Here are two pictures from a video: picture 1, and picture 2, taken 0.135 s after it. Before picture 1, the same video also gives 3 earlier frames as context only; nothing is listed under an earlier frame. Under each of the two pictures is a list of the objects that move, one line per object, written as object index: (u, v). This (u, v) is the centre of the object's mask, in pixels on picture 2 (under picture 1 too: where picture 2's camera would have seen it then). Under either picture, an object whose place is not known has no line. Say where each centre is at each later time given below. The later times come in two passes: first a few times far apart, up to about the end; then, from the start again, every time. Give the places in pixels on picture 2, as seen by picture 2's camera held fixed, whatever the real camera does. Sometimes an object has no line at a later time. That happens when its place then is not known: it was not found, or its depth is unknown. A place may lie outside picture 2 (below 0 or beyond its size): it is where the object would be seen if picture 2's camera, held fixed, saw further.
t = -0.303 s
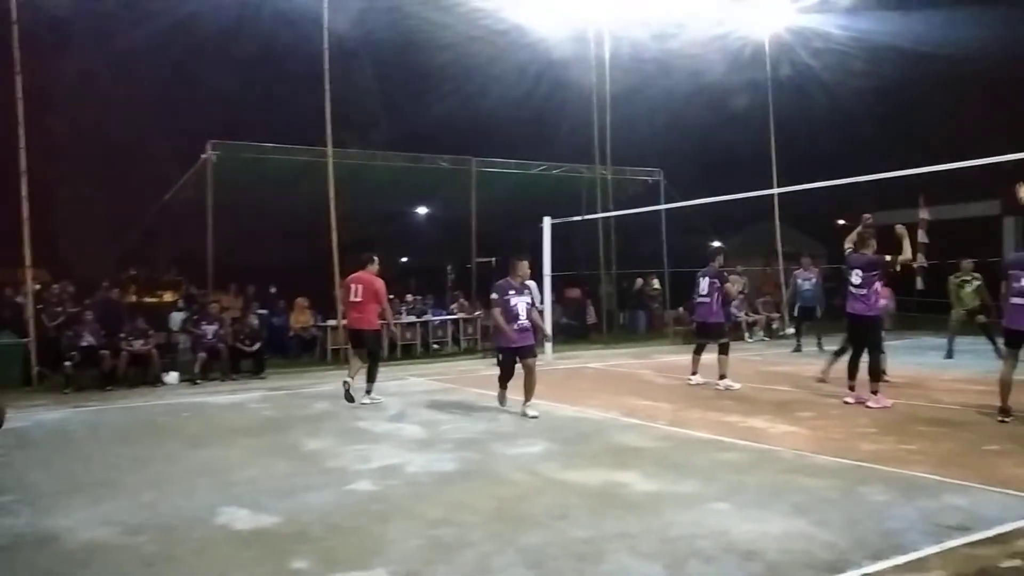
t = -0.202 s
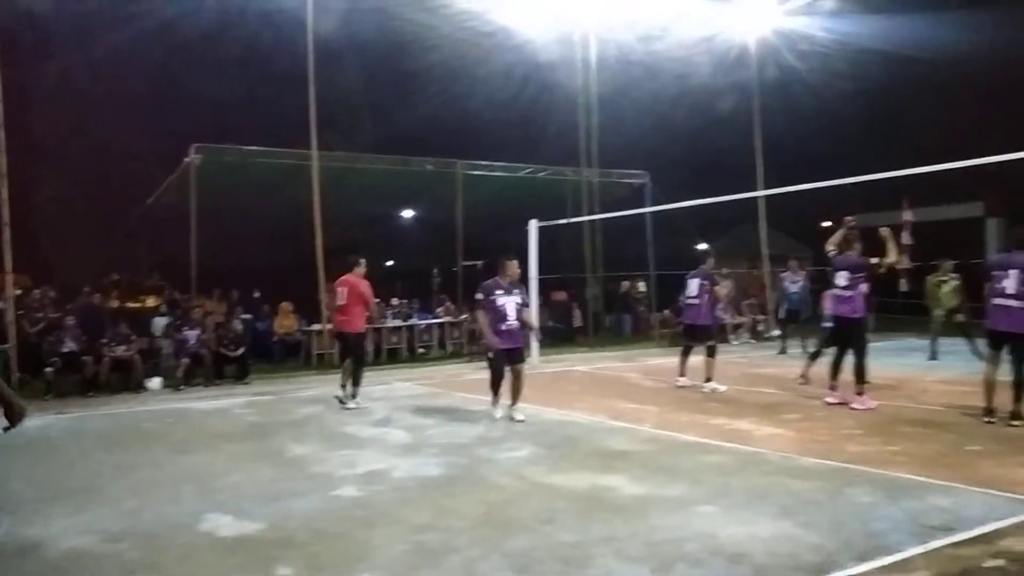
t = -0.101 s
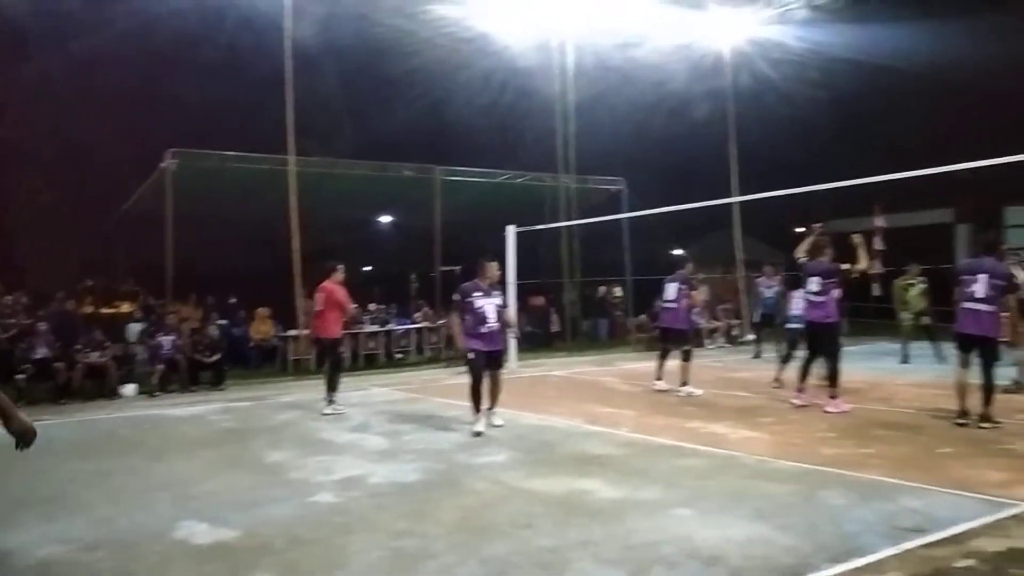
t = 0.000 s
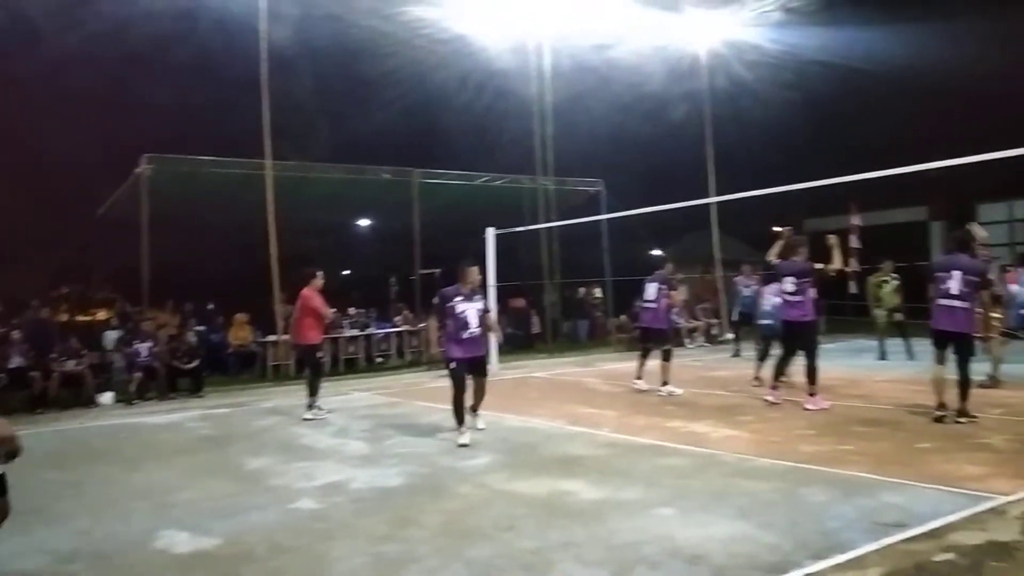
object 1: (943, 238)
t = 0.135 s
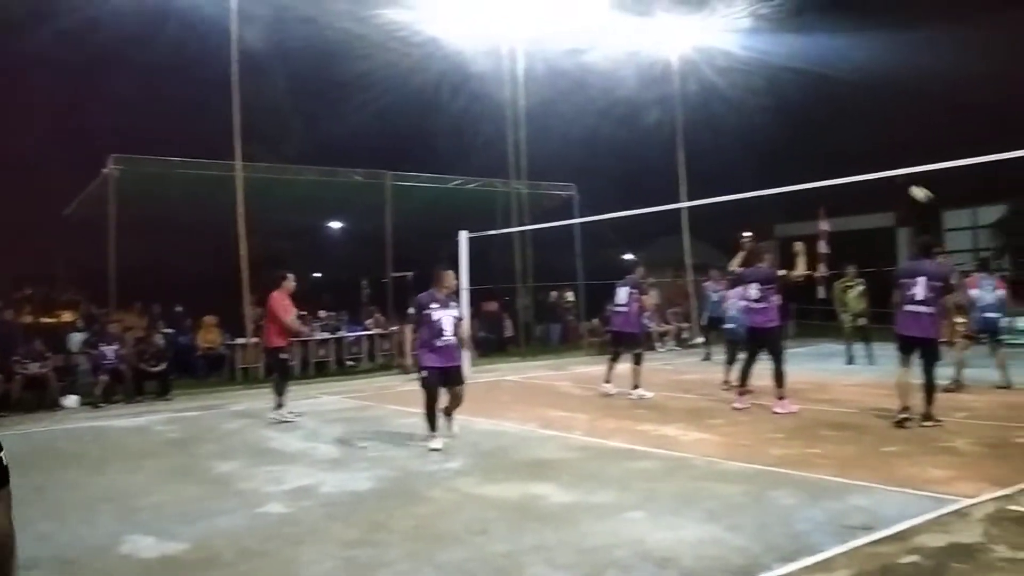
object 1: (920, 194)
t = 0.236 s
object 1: (902, 164)
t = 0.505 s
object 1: (859, 128)
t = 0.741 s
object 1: (822, 131)
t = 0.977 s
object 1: (782, 174)
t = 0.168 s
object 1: (914, 184)
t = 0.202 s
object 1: (910, 176)
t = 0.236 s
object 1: (902, 164)
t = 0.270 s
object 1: (897, 159)
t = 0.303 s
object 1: (892, 153)
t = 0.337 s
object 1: (886, 147)
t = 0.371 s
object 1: (881, 142)
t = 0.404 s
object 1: (875, 137)
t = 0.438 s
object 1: (869, 133)
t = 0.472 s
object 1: (865, 130)
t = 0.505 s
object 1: (859, 128)
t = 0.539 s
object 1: (854, 126)
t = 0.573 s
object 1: (849, 125)
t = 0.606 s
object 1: (843, 124)
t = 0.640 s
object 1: (838, 125)
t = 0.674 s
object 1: (832, 126)
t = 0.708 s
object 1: (827, 128)
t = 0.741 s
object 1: (822, 131)
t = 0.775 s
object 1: (816, 135)
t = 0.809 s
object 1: (811, 140)
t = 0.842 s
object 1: (805, 145)
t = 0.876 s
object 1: (799, 151)
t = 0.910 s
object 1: (794, 158)
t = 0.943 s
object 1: (788, 166)
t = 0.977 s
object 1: (782, 174)
